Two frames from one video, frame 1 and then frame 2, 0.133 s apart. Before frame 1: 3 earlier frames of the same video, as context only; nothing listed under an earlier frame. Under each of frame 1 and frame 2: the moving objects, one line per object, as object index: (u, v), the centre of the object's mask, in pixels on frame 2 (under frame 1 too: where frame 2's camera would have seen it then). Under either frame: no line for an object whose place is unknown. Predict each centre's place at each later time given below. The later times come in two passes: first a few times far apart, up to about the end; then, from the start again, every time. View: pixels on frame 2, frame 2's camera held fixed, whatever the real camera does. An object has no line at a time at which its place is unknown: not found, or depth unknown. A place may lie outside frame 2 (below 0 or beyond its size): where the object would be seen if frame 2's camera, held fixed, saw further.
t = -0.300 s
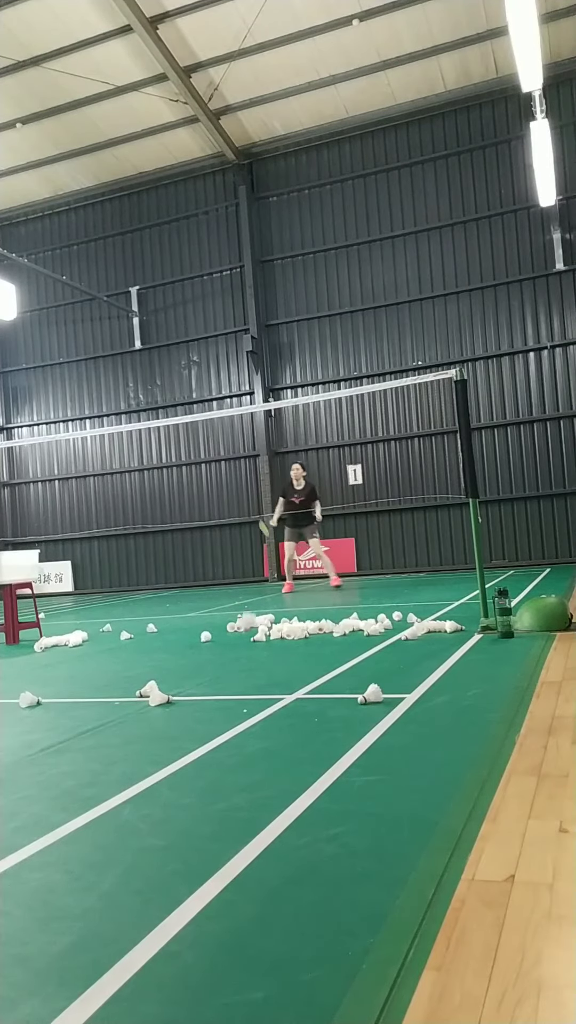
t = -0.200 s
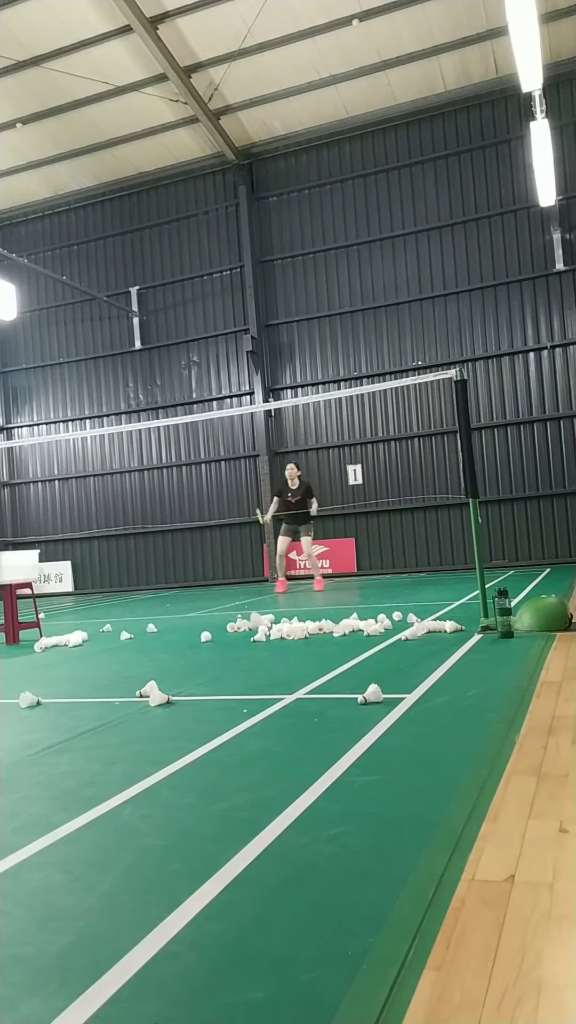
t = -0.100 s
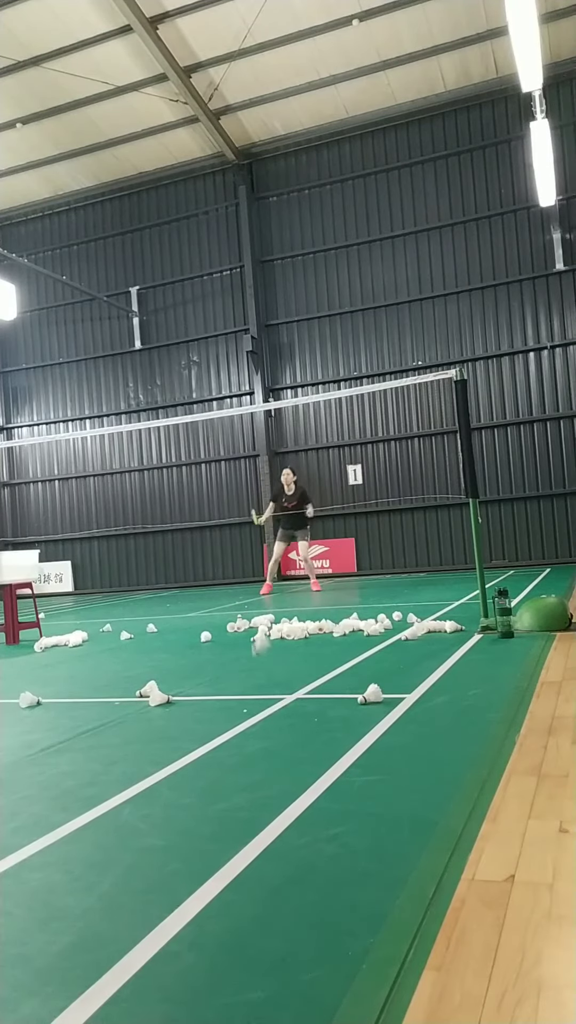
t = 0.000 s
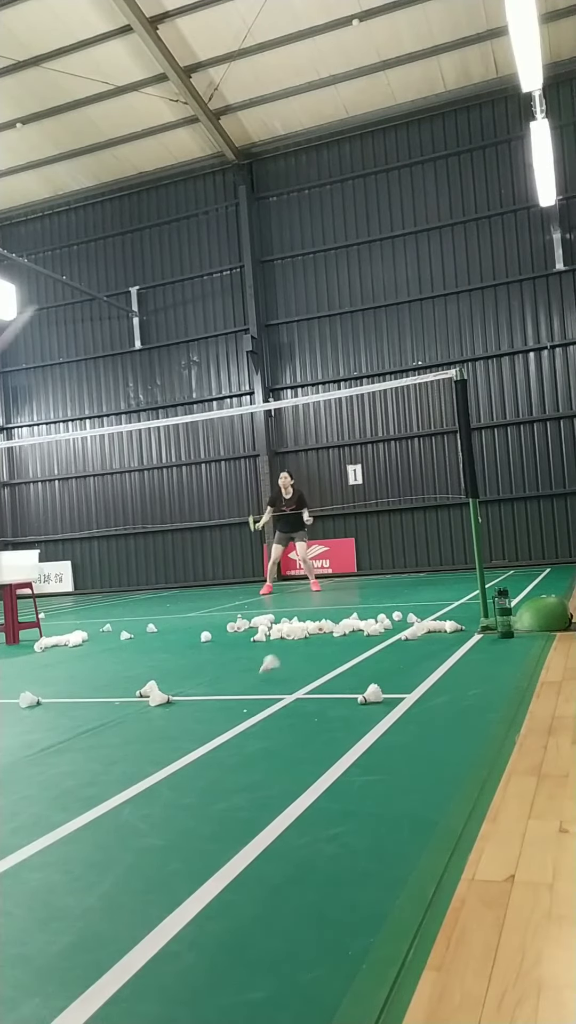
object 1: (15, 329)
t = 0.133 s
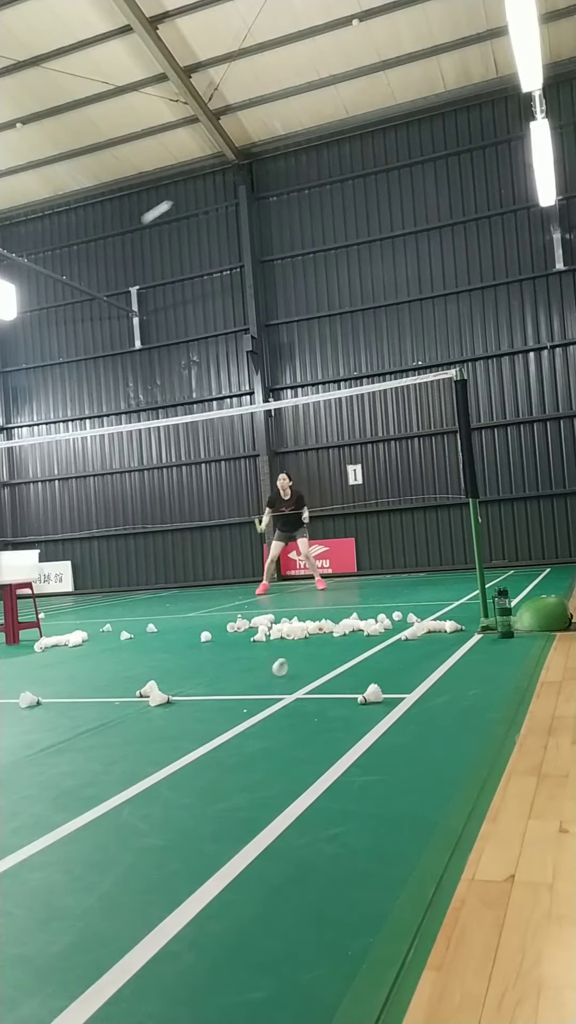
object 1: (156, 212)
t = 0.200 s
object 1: (198, 188)
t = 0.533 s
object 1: (304, 176)
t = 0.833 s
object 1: (357, 239)
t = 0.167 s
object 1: (179, 198)
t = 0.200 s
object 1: (198, 188)
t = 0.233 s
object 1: (214, 180)
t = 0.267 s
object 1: (228, 173)
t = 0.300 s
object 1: (241, 170)
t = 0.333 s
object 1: (252, 167)
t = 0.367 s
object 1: (263, 166)
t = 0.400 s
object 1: (272, 166)
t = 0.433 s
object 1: (281, 167)
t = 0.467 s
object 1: (289, 170)
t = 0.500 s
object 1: (297, 172)
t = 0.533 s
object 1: (304, 176)
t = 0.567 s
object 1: (311, 181)
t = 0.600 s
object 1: (318, 186)
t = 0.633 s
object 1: (324, 192)
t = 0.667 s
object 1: (330, 198)
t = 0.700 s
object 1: (335, 205)
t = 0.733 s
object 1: (341, 213)
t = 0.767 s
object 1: (346, 221)
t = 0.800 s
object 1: (351, 230)
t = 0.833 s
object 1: (357, 239)
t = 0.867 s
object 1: (361, 248)
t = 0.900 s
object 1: (365, 258)
